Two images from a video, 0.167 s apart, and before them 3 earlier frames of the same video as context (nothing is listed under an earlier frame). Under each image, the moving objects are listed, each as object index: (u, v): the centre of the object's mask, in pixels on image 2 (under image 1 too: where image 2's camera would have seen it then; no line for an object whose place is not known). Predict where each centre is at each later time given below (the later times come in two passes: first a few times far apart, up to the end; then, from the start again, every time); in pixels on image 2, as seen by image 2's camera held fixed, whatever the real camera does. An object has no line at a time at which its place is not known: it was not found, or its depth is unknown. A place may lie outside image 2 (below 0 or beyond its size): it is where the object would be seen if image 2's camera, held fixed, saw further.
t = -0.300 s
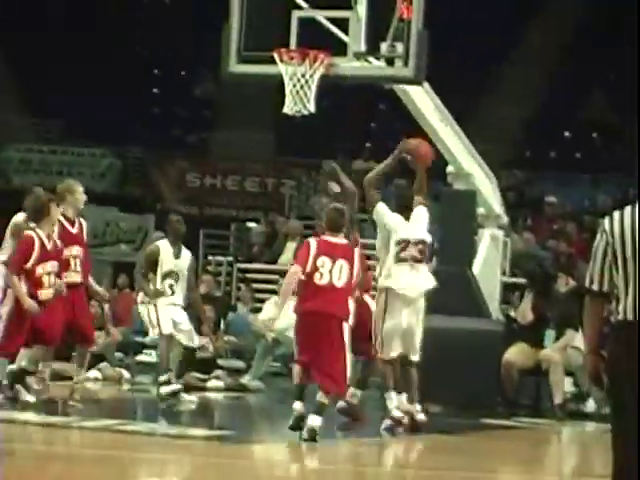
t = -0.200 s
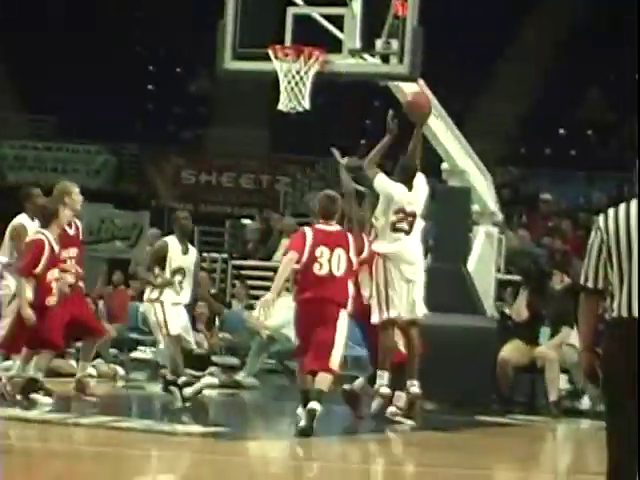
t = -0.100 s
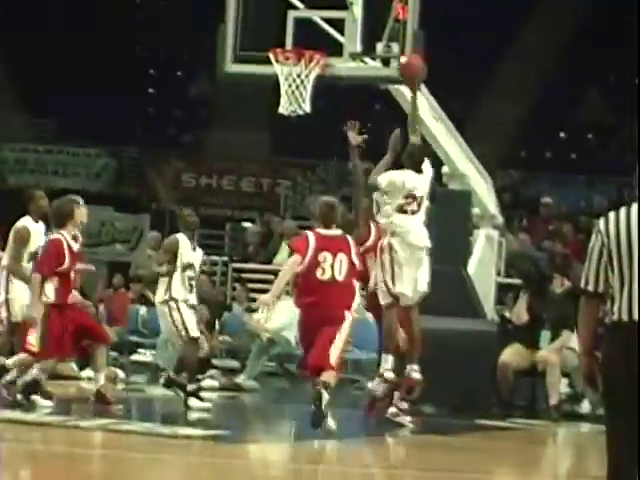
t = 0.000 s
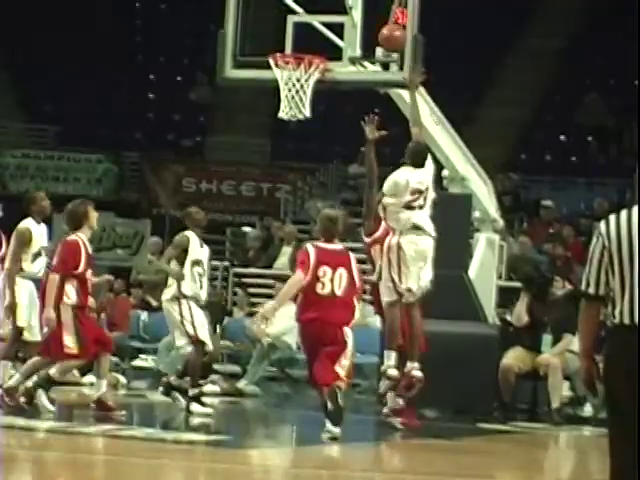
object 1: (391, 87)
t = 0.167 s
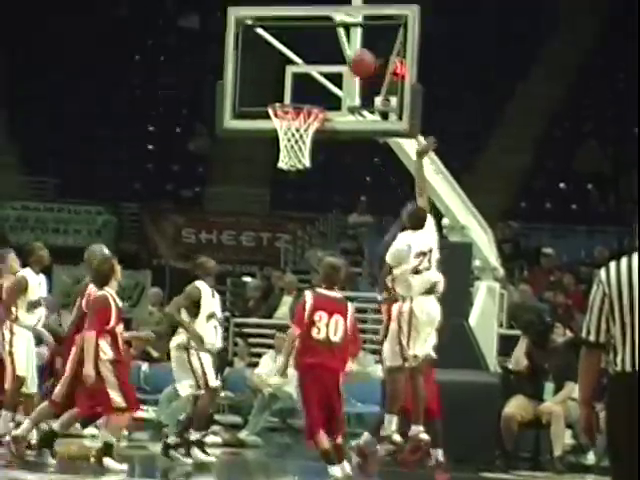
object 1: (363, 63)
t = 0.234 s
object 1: (349, 62)
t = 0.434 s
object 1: (303, 79)
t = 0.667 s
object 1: (300, 87)
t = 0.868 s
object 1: (313, 87)
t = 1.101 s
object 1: (314, 93)
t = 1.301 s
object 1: (313, 91)
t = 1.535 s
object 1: (307, 94)
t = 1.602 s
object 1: (304, 97)
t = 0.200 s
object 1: (358, 63)
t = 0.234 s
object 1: (349, 62)
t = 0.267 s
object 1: (341, 62)
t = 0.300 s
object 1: (334, 62)
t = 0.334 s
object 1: (327, 64)
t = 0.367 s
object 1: (319, 67)
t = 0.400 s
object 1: (311, 72)
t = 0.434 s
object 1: (303, 79)
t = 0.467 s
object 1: (295, 86)
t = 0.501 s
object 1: (287, 91)
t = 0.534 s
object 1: (286, 92)
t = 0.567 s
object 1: (290, 90)
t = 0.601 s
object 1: (293, 88)
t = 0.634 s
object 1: (297, 88)
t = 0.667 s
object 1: (300, 87)
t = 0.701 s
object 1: (304, 88)
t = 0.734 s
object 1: (306, 90)
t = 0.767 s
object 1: (309, 93)
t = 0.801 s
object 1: (311, 93)
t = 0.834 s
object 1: (312, 91)
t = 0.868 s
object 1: (313, 87)
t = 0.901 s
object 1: (314, 87)
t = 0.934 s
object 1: (314, 86)
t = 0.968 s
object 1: (315, 87)
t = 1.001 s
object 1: (315, 87)
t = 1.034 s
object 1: (315, 88)
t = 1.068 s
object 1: (315, 91)
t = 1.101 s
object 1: (314, 93)
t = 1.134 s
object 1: (315, 94)
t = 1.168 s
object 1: (314, 92)
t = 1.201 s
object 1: (314, 91)
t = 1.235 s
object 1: (314, 90)
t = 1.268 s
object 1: (314, 90)
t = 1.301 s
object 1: (313, 91)
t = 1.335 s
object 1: (314, 92)
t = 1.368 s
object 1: (314, 94)
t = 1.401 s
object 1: (313, 93)
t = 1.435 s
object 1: (311, 92)
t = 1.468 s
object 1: (311, 92)
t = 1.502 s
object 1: (309, 92)
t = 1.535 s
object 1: (307, 94)
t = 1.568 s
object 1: (306, 95)
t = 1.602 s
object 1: (304, 97)
